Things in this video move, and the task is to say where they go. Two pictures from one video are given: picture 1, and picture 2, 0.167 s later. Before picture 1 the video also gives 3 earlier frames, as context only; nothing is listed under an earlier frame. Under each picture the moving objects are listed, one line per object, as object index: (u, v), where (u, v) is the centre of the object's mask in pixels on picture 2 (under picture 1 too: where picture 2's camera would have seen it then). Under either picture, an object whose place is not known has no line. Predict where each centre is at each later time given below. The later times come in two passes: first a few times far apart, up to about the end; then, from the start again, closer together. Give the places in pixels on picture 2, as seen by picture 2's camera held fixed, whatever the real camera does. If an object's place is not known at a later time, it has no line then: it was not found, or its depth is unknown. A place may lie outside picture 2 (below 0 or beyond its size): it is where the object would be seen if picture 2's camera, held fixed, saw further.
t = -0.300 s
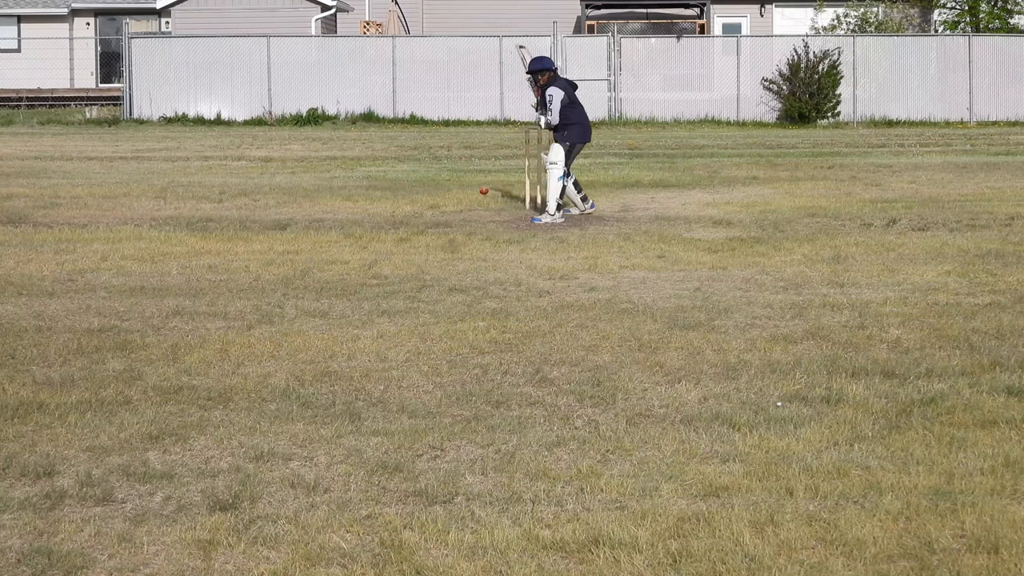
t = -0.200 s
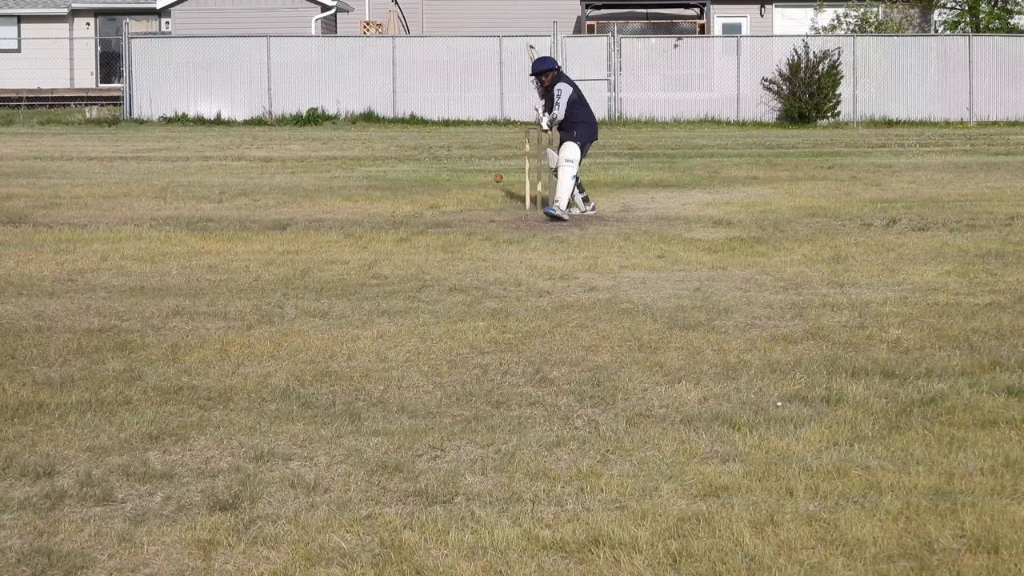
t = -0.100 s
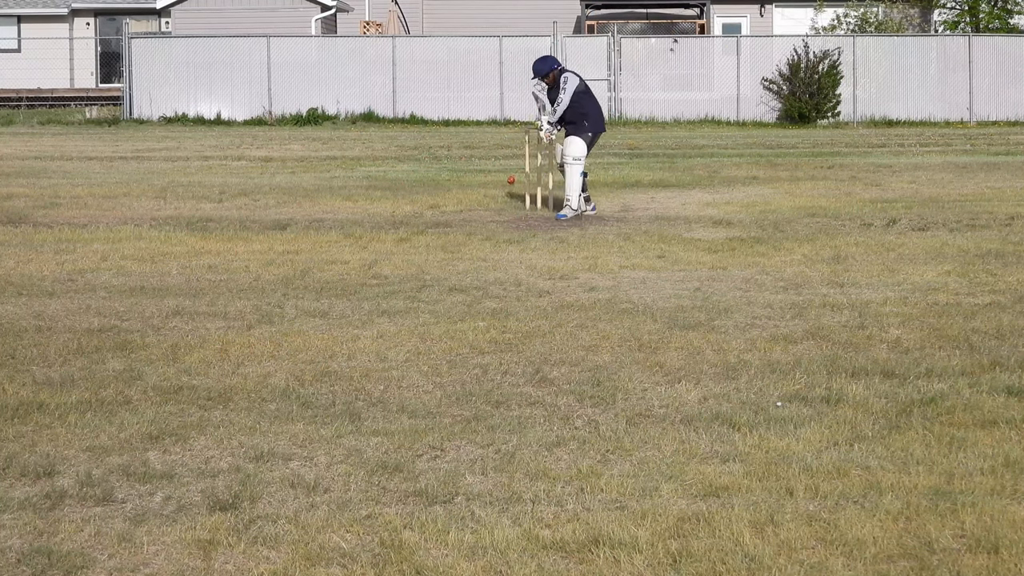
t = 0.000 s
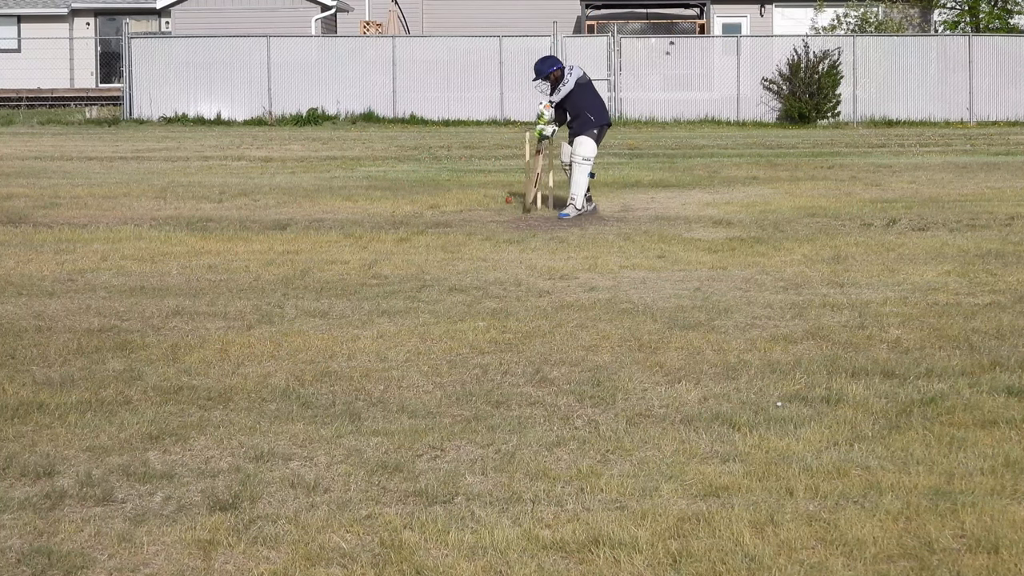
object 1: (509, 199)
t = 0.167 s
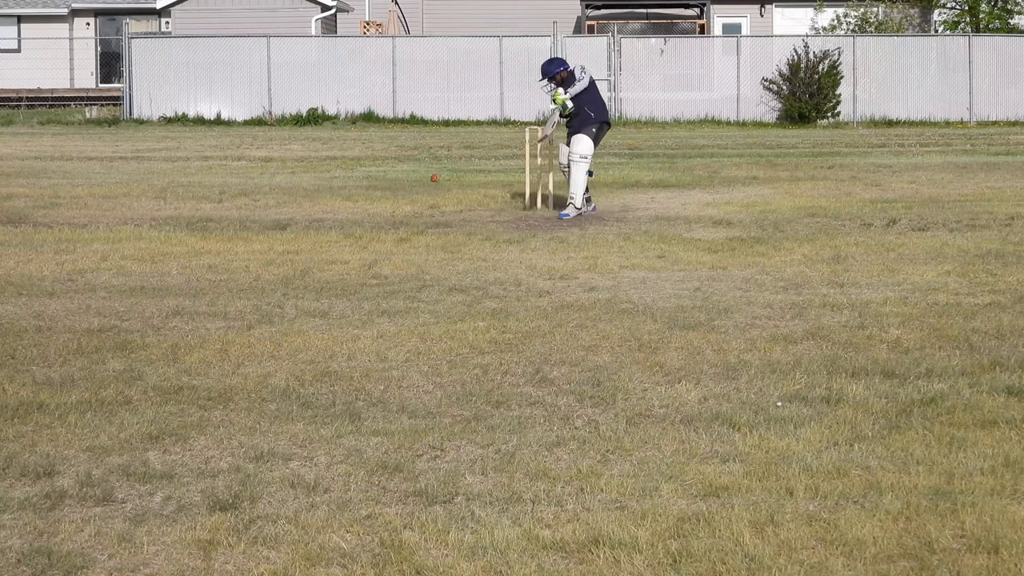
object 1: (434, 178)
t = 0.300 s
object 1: (380, 163)
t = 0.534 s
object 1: (275, 195)
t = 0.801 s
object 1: (143, 221)
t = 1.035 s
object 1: (15, 248)
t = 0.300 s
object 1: (380, 163)
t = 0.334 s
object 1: (365, 163)
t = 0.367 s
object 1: (352, 164)
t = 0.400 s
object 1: (336, 167)
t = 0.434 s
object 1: (321, 172)
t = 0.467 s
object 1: (305, 177)
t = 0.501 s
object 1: (290, 186)
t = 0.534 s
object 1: (275, 195)
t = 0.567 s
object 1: (259, 206)
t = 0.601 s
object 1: (243, 218)
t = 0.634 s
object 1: (226, 234)
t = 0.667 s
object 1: (210, 240)
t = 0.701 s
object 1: (193, 234)
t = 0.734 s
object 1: (177, 228)
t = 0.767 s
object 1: (160, 224)
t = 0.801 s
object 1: (143, 221)
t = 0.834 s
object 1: (125, 219)
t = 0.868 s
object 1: (107, 219)
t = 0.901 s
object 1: (90, 221)
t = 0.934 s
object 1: (71, 225)
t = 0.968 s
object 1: (53, 230)
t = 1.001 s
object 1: (34, 238)
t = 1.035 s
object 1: (15, 248)
